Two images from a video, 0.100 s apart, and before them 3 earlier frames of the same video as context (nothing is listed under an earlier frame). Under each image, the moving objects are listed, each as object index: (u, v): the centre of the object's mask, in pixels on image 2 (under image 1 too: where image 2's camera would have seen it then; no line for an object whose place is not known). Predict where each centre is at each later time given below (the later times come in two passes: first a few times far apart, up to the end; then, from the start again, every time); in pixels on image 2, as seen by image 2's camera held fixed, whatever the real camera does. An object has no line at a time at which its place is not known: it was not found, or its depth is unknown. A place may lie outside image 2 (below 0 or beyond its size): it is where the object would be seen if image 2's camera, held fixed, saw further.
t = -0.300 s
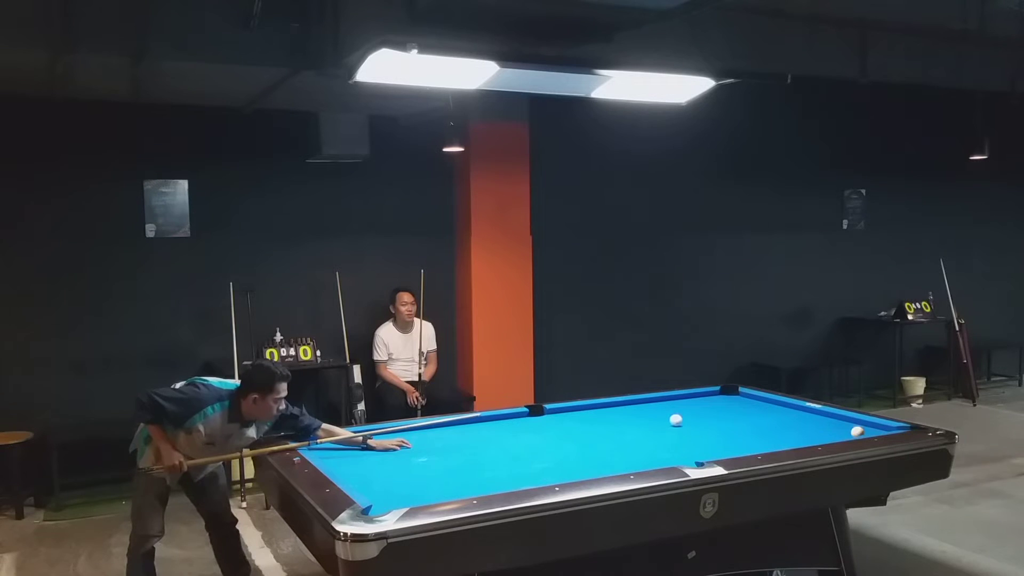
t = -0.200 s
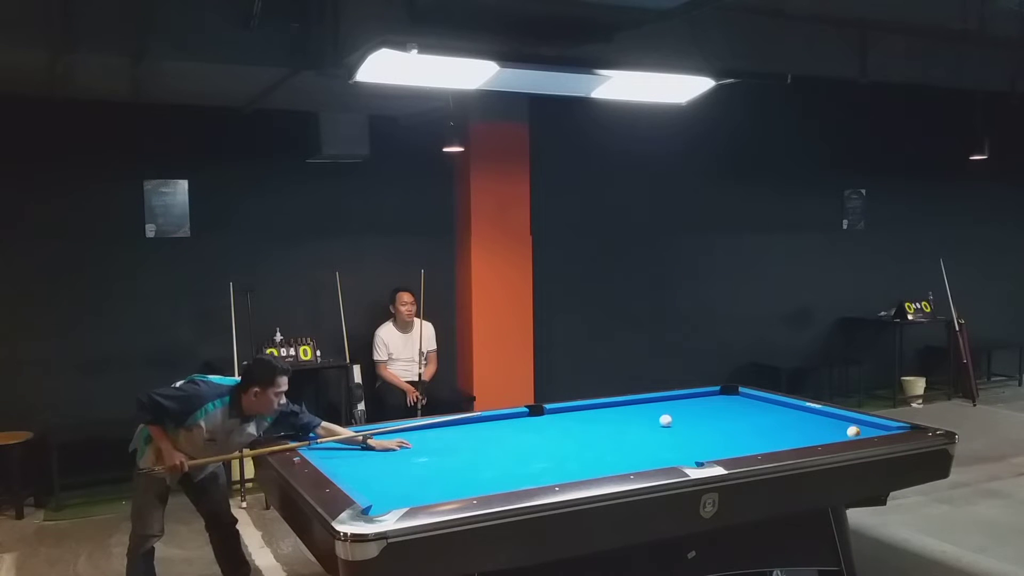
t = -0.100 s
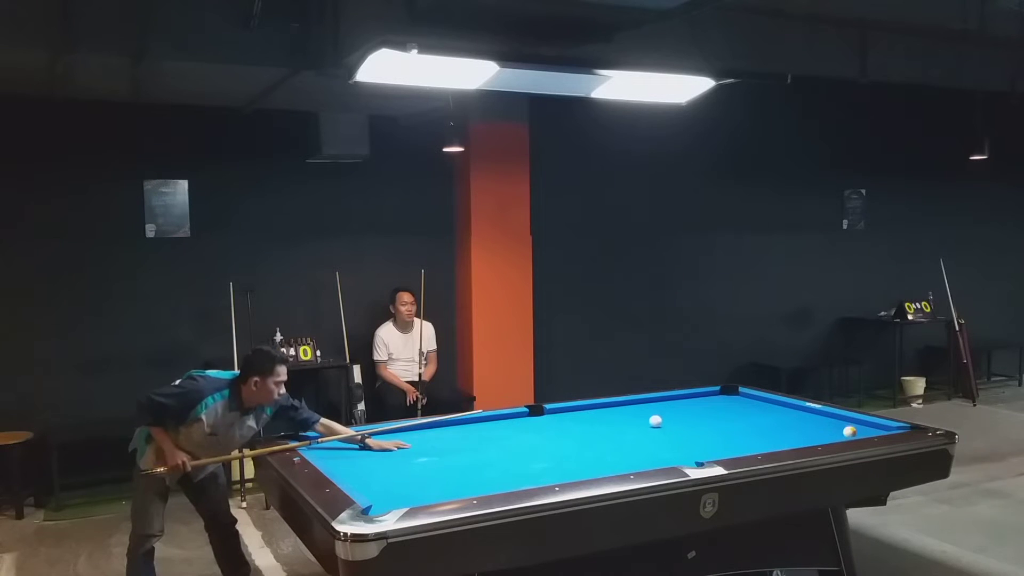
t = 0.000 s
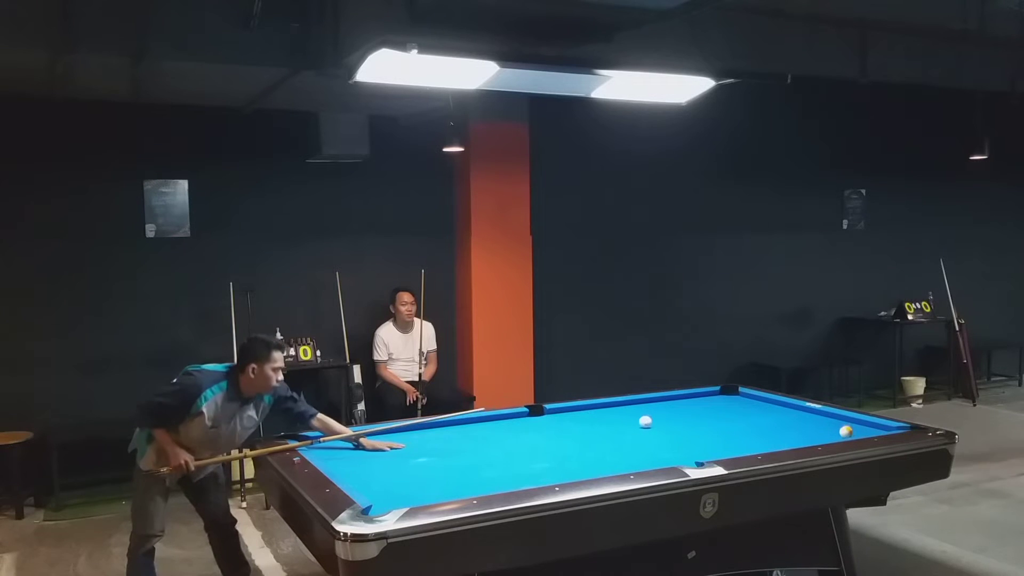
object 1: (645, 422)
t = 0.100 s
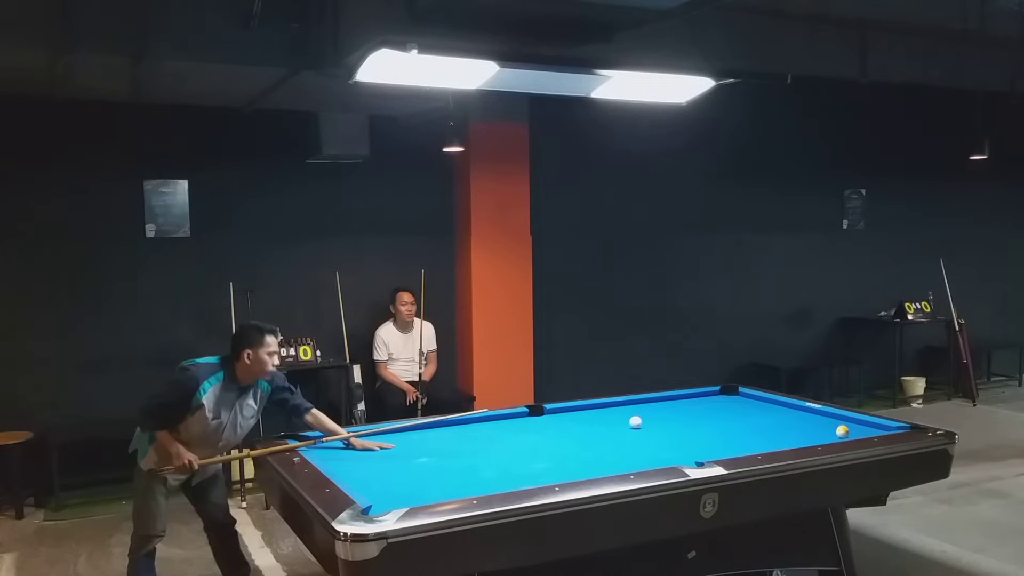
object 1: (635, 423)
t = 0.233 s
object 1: (623, 423)
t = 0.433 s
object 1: (604, 424)
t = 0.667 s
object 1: (582, 425)
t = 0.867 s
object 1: (564, 426)
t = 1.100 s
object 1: (545, 427)
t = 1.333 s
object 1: (525, 429)
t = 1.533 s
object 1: (509, 430)
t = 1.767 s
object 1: (492, 431)
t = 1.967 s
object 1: (478, 431)
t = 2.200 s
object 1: (462, 432)
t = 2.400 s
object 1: (449, 433)
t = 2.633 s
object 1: (435, 434)
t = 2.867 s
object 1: (422, 435)
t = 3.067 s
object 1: (412, 435)
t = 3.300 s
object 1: (400, 436)
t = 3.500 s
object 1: (392, 436)
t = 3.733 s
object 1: (382, 437)
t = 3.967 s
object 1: (374, 437)
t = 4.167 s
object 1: (368, 438)
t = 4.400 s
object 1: (361, 438)
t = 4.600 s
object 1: (357, 438)
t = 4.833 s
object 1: (352, 438)
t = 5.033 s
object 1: (350, 438)
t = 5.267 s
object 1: (347, 438)
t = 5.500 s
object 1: (346, 438)
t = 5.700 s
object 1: (345, 439)
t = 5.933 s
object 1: (345, 439)
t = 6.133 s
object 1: (346, 439)
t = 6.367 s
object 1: (345, 439)
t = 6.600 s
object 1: (345, 439)
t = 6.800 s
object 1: (345, 439)
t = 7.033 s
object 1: (345, 439)
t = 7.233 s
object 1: (345, 439)
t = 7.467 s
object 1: (345, 439)
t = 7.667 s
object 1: (345, 439)
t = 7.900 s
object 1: (345, 439)
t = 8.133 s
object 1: (345, 439)
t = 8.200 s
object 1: (345, 439)
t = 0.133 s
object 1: (632, 423)
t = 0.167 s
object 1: (629, 423)
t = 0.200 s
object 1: (626, 423)
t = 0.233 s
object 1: (623, 423)
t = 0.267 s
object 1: (619, 423)
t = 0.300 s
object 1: (616, 423)
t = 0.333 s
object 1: (613, 424)
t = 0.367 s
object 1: (610, 424)
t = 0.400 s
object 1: (606, 424)
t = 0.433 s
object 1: (604, 424)
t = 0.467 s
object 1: (600, 424)
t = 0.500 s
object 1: (597, 425)
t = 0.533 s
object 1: (594, 425)
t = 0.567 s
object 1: (591, 425)
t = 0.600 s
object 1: (588, 425)
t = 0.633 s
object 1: (585, 425)
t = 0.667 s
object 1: (582, 425)
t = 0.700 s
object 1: (579, 426)
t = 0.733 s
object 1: (576, 426)
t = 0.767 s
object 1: (573, 426)
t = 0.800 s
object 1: (570, 426)
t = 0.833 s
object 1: (567, 426)
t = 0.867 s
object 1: (564, 426)
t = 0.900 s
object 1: (561, 426)
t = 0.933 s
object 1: (559, 427)
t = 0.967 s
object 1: (556, 427)
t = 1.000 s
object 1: (553, 427)
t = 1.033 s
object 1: (550, 427)
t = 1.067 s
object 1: (547, 427)
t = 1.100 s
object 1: (545, 427)
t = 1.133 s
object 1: (542, 428)
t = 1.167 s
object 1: (539, 428)
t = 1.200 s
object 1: (536, 428)
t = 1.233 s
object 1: (533, 428)
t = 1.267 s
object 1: (531, 428)
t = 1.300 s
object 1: (528, 428)
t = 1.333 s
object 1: (525, 429)
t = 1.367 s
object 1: (522, 429)
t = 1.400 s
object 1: (520, 429)
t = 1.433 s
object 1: (517, 429)
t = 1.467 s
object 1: (515, 429)
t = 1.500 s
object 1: (512, 430)
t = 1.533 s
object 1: (509, 430)
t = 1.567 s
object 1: (507, 430)
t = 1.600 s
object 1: (504, 430)
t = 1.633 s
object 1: (502, 430)
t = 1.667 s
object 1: (499, 430)
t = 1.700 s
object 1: (497, 430)
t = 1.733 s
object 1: (494, 430)
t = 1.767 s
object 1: (492, 431)
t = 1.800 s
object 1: (489, 431)
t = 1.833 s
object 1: (487, 431)
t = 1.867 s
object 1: (484, 431)
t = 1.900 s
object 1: (482, 431)
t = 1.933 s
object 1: (480, 431)
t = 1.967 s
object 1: (478, 431)
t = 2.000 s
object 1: (475, 432)
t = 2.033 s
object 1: (473, 432)
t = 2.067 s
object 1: (470, 432)
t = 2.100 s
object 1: (468, 432)
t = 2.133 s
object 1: (466, 432)
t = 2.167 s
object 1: (464, 432)
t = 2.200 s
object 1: (462, 432)
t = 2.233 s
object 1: (459, 432)
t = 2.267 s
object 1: (457, 433)
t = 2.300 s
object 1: (455, 433)
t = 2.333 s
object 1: (453, 433)
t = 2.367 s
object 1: (451, 433)
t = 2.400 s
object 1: (449, 433)
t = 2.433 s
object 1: (447, 433)
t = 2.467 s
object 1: (445, 433)
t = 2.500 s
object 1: (443, 434)
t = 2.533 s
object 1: (441, 434)
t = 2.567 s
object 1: (439, 434)
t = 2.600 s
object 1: (437, 434)
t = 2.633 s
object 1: (435, 434)
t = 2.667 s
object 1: (433, 434)
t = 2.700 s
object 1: (431, 434)
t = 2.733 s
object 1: (429, 434)
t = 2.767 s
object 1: (427, 435)
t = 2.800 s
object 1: (426, 435)
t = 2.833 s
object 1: (424, 435)
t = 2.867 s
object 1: (422, 435)
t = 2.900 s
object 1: (420, 435)
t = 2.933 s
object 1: (418, 435)
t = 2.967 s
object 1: (417, 435)
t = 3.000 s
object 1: (415, 435)
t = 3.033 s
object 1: (413, 435)
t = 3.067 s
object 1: (412, 435)
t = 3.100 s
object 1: (410, 436)
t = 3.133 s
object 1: (408, 436)
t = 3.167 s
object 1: (407, 436)
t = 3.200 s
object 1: (405, 436)
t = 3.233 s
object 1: (403, 436)
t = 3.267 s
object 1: (402, 436)
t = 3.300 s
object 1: (400, 436)
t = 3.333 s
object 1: (399, 436)
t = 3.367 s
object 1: (397, 436)
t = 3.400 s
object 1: (396, 436)
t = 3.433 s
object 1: (395, 436)
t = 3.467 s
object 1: (393, 436)
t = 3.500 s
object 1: (392, 436)
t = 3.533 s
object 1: (390, 436)
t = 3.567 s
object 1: (389, 436)
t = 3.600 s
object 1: (387, 436)
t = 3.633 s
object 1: (386, 437)
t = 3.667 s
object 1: (385, 437)
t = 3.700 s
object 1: (384, 437)
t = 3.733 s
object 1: (382, 437)
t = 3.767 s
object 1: (381, 437)
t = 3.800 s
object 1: (380, 437)
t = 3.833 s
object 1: (379, 437)
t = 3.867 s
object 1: (377, 437)
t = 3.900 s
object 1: (376, 437)
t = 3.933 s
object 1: (375, 437)
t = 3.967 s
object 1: (374, 437)
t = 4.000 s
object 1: (373, 437)
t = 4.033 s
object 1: (372, 437)
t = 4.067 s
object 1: (371, 437)
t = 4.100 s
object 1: (370, 437)
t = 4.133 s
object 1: (369, 438)
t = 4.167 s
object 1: (368, 438)
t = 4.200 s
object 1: (367, 438)
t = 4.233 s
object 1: (366, 438)
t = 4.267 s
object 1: (365, 438)
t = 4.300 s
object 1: (364, 438)
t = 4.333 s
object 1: (363, 438)
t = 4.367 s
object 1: (362, 438)
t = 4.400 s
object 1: (361, 438)
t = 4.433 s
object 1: (361, 438)
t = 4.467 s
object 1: (360, 438)
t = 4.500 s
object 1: (359, 438)
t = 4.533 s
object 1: (358, 438)
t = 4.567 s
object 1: (358, 438)
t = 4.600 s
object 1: (357, 438)
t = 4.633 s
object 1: (356, 438)
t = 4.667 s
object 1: (355, 438)
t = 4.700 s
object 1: (355, 438)
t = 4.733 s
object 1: (354, 438)
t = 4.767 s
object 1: (354, 438)
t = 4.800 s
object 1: (353, 438)
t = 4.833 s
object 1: (352, 438)
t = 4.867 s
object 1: (352, 438)
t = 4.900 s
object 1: (351, 438)
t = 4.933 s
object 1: (351, 438)
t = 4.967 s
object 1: (350, 438)
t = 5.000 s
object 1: (350, 438)
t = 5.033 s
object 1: (350, 438)
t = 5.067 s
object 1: (349, 438)
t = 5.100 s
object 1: (349, 438)
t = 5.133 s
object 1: (348, 438)
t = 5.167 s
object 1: (348, 438)
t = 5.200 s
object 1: (348, 438)
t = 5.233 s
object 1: (348, 438)
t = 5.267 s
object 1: (347, 438)
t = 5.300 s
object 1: (347, 438)
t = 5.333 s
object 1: (347, 438)
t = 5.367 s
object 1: (346, 438)
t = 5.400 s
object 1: (346, 438)
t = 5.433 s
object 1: (346, 438)
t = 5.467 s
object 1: (346, 438)
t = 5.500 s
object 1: (346, 438)
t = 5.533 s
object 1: (346, 438)
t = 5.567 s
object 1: (346, 439)
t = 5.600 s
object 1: (346, 439)
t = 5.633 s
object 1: (346, 439)
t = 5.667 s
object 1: (345, 439)
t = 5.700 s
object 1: (345, 439)
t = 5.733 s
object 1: (345, 439)
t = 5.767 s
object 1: (346, 439)
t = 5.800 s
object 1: (345, 439)
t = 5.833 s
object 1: (346, 439)
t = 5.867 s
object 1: (345, 439)
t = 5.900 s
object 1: (345, 439)
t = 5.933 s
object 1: (345, 439)
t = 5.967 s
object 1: (345, 439)
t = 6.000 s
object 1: (345, 439)
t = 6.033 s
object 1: (345, 439)
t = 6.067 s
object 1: (345, 439)
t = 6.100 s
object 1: (346, 439)
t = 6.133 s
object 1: (346, 439)
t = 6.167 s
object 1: (345, 439)
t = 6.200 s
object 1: (345, 439)
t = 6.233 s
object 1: (346, 439)
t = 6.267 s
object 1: (346, 439)
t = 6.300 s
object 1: (345, 439)
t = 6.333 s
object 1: (345, 439)
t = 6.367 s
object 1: (345, 439)
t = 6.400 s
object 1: (345, 439)
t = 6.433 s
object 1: (345, 439)
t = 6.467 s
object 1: (345, 439)
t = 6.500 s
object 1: (345, 439)
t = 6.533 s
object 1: (345, 439)
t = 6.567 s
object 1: (345, 439)
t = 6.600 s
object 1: (345, 439)
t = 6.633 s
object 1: (345, 439)
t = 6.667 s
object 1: (345, 439)
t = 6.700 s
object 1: (345, 439)
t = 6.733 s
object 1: (345, 439)
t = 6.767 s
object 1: (345, 439)
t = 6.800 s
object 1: (345, 439)
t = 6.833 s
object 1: (345, 439)
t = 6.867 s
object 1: (345, 439)
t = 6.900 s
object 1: (345, 439)
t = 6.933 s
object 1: (345, 439)
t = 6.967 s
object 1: (345, 439)
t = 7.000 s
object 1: (345, 439)
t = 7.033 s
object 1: (345, 439)
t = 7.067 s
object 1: (345, 439)
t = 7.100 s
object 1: (345, 439)
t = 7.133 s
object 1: (345, 439)
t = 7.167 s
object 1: (345, 439)
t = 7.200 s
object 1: (345, 439)
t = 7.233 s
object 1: (345, 439)
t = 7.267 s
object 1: (345, 439)
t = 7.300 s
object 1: (345, 439)
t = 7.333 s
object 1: (345, 439)
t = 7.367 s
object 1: (345, 439)
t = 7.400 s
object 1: (345, 439)
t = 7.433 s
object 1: (345, 439)
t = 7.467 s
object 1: (345, 439)
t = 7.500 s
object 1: (345, 439)
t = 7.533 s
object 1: (345, 439)
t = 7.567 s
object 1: (345, 439)
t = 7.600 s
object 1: (345, 439)
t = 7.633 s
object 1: (345, 439)
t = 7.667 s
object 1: (345, 439)
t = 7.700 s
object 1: (345, 439)
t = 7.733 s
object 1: (345, 439)
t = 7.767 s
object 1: (345, 439)
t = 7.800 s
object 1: (345, 439)
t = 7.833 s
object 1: (345, 439)
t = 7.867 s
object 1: (345, 439)
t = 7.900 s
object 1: (345, 439)
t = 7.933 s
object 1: (345, 439)
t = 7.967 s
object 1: (345, 439)
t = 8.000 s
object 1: (345, 439)
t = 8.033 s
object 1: (345, 439)
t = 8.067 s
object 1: (345, 439)
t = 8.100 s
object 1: (345, 439)
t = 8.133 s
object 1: (345, 439)
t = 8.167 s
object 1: (345, 439)
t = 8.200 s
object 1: (345, 439)
